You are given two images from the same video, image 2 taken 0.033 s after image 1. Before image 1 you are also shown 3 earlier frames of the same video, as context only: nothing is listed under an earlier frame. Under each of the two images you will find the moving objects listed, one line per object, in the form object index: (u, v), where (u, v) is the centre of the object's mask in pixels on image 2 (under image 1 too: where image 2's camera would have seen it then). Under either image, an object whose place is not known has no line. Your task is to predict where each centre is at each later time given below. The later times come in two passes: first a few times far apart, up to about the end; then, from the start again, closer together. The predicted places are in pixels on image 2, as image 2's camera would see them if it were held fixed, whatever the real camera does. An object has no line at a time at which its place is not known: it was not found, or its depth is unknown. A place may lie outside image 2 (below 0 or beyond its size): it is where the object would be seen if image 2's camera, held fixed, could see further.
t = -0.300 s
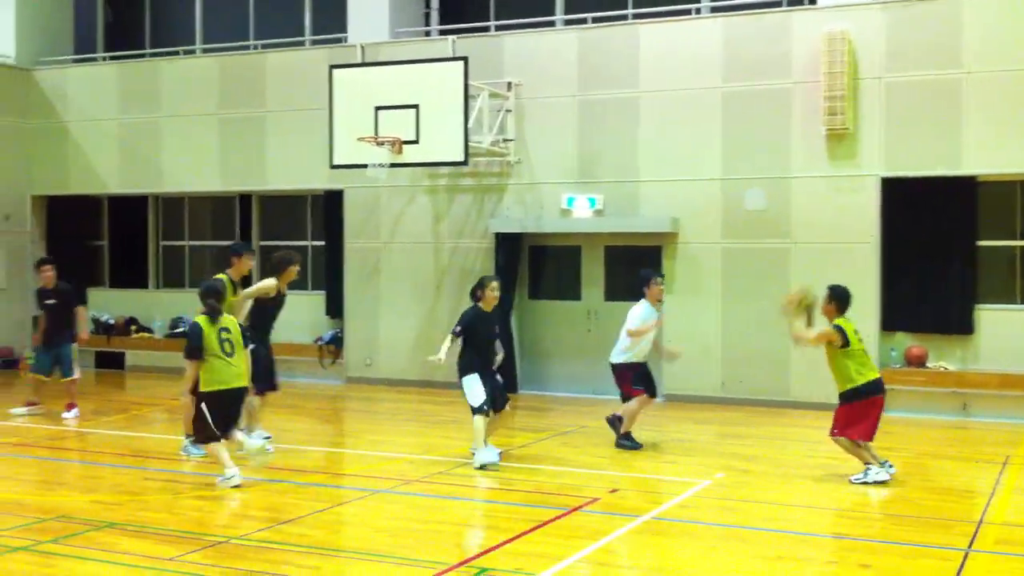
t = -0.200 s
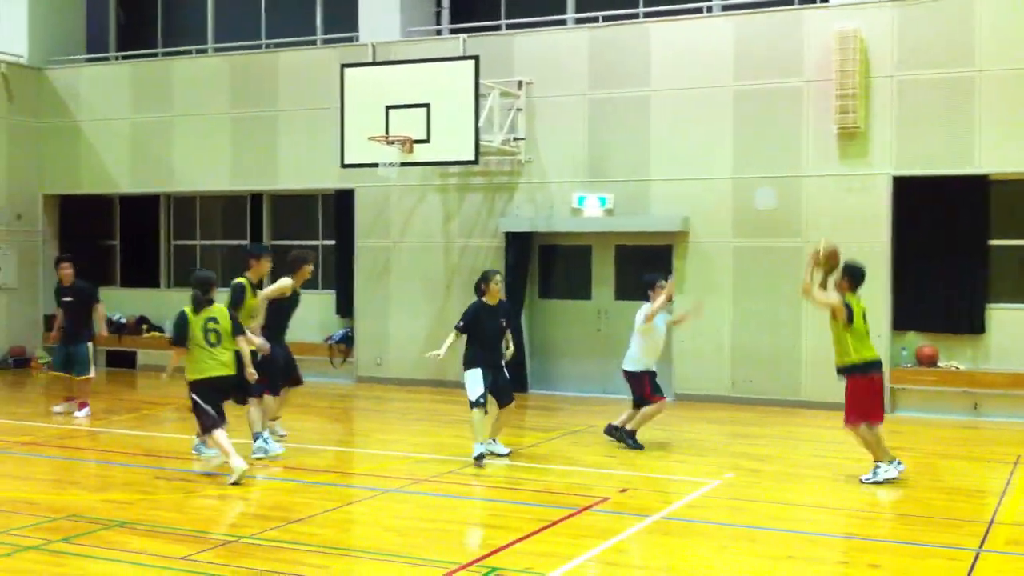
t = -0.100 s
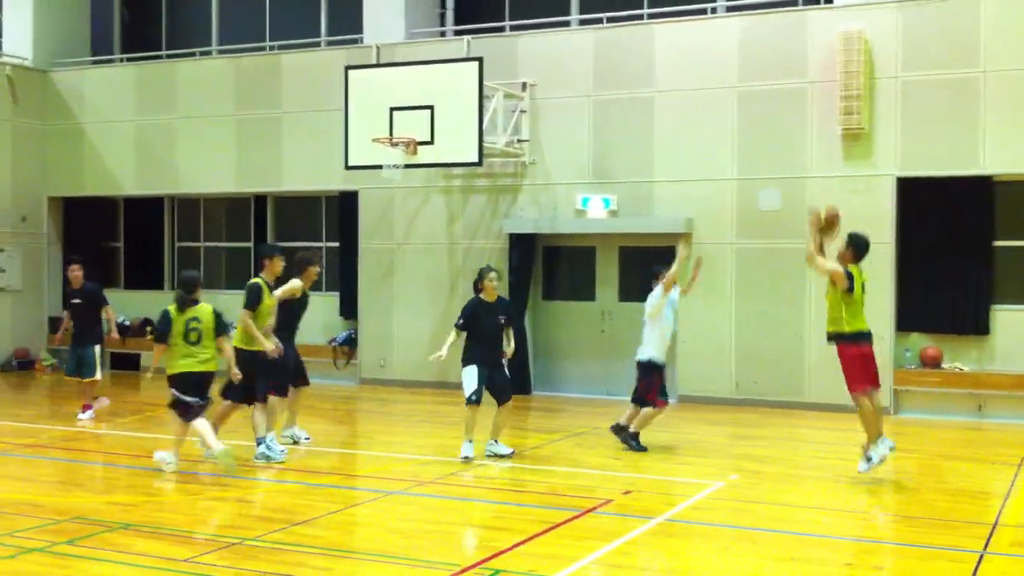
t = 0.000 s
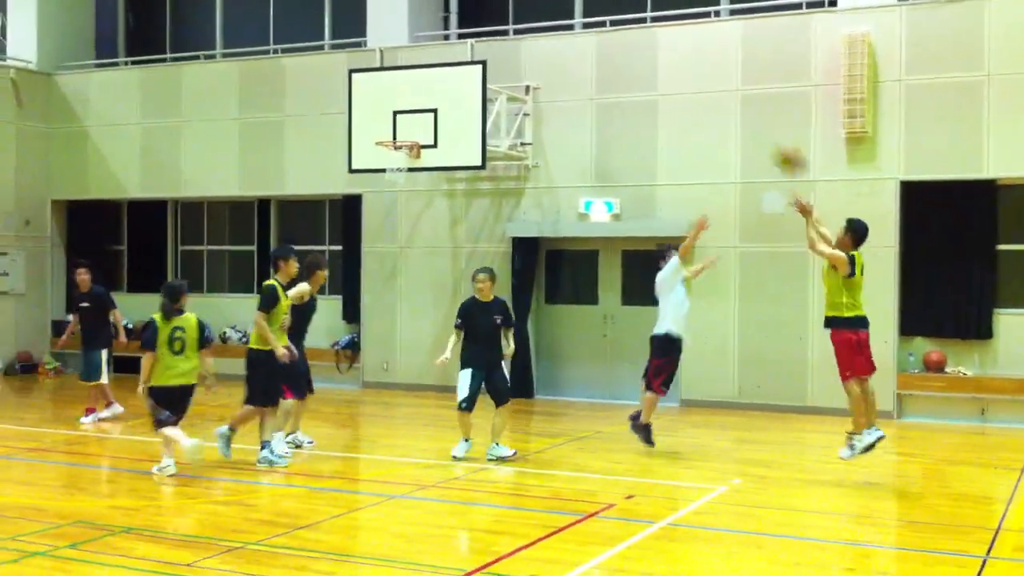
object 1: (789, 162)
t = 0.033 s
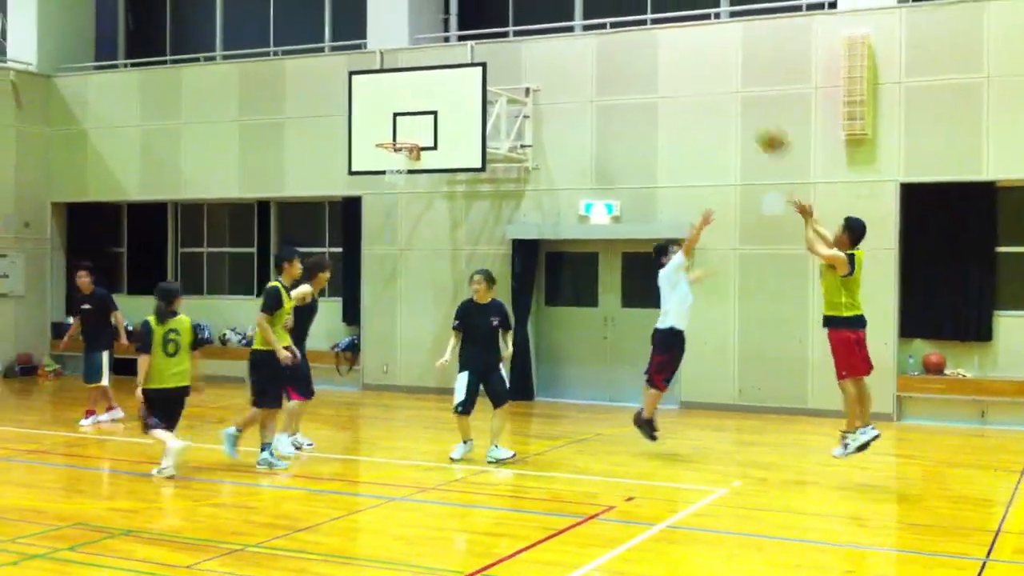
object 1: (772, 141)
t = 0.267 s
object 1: (667, 39)
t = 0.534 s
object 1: (568, 4)
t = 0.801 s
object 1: (484, 41)
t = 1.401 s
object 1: (353, 125)
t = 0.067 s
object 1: (757, 120)
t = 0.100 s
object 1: (740, 103)
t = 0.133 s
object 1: (725, 87)
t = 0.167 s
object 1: (709, 72)
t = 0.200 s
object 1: (694, 60)
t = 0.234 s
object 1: (681, 48)
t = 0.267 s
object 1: (667, 39)
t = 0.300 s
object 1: (654, 29)
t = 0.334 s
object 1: (641, 21)
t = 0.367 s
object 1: (629, 15)
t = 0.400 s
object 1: (616, 10)
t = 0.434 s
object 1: (604, 7)
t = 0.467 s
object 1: (592, 6)
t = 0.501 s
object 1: (580, 4)
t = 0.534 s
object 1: (568, 4)
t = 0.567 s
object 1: (557, 5)
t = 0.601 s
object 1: (547, 7)
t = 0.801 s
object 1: (484, 41)
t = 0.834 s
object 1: (474, 50)
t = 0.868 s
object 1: (465, 63)
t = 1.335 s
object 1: (364, 118)
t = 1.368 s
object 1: (358, 122)
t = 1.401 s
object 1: (353, 125)
